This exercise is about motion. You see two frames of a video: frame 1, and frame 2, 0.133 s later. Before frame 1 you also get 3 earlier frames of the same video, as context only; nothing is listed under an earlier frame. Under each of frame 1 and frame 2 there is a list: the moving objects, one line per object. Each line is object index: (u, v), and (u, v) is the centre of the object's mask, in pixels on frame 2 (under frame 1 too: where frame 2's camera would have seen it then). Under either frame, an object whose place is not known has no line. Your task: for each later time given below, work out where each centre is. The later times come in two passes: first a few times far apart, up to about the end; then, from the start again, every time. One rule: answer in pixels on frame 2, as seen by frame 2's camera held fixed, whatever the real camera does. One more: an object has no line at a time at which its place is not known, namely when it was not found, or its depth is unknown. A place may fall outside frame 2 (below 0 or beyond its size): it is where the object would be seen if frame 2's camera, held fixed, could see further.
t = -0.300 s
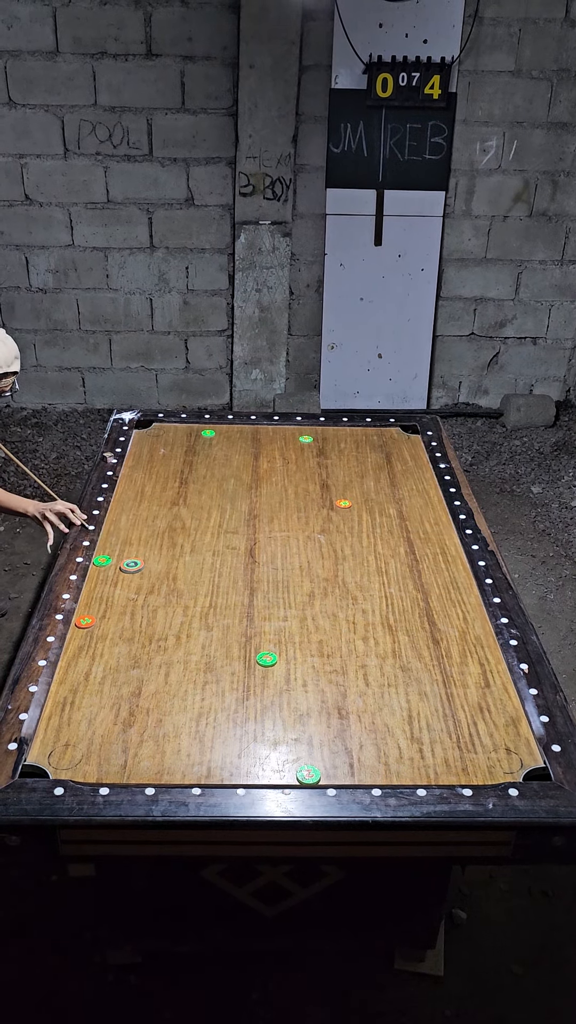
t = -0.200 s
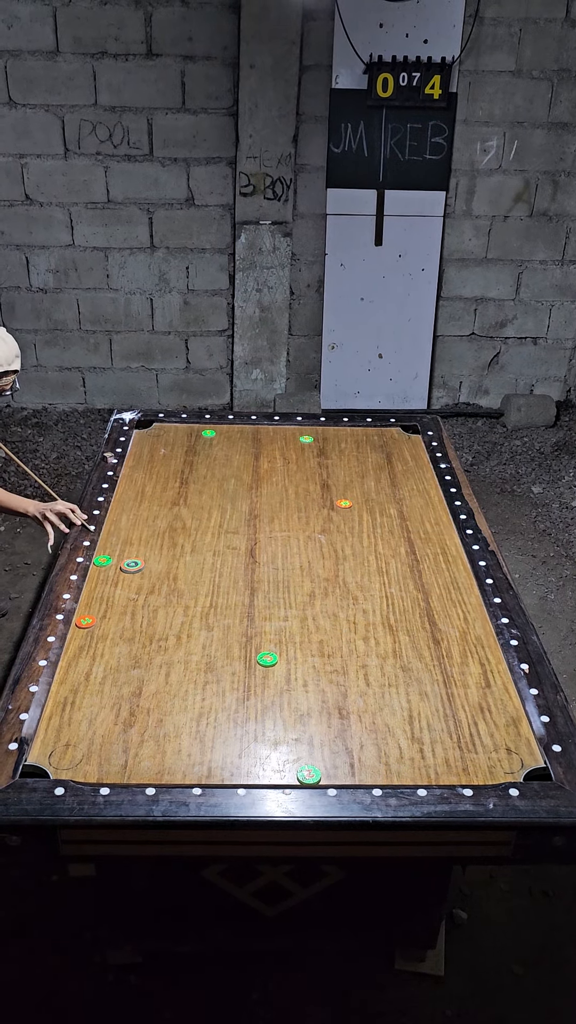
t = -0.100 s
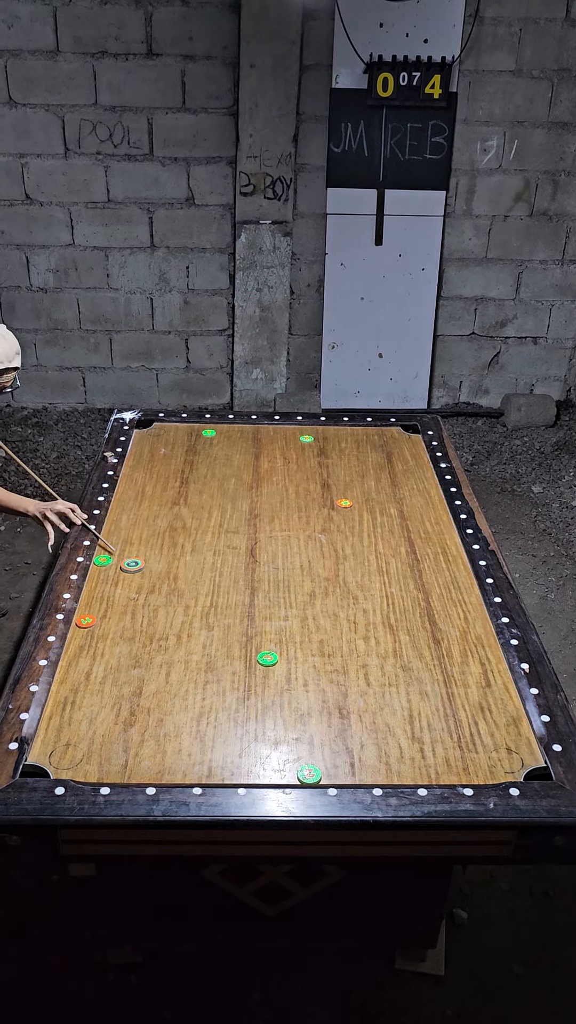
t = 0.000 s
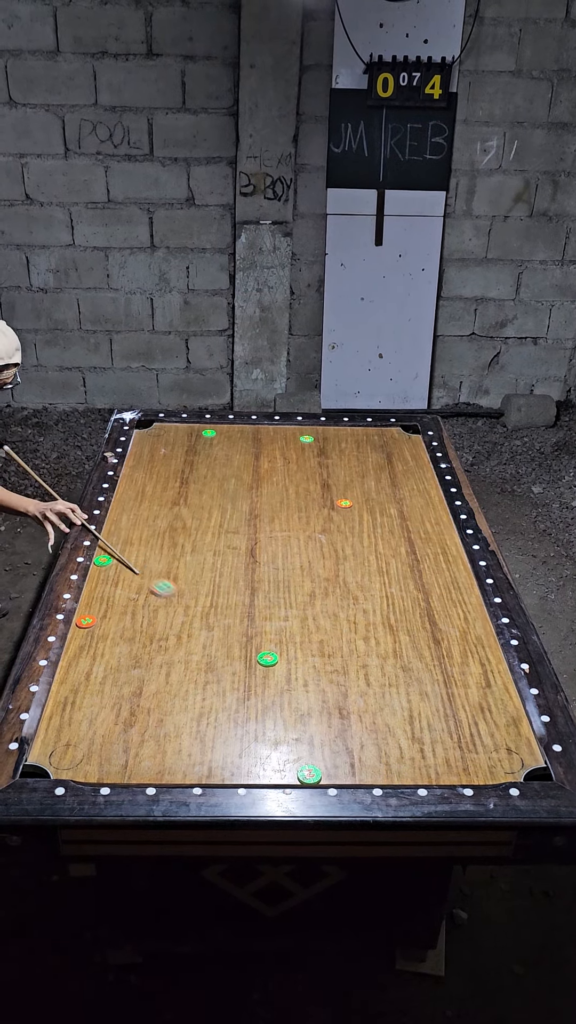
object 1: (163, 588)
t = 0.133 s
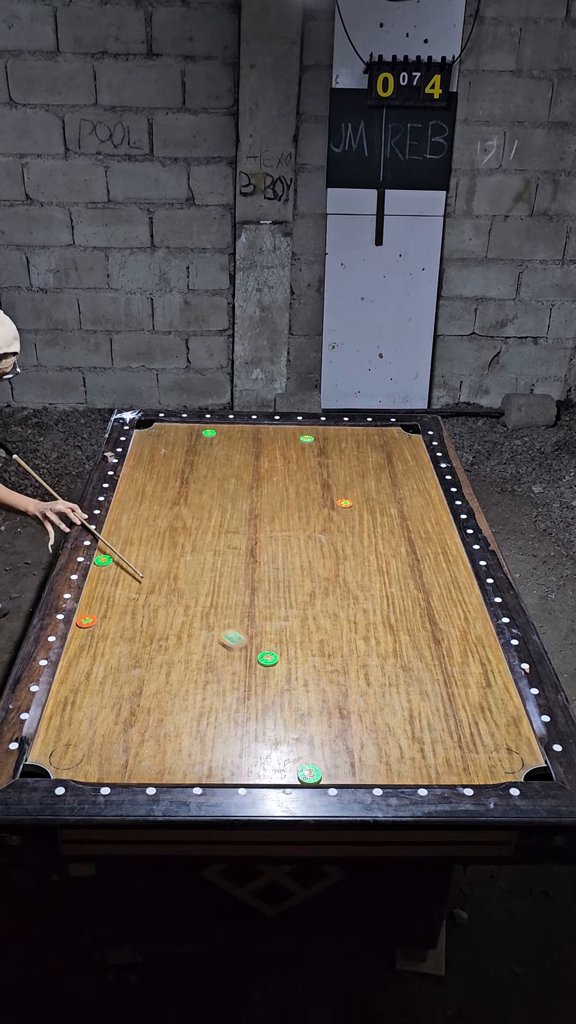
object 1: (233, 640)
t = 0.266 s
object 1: (271, 679)
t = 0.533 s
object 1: (329, 748)
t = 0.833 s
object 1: (348, 749)
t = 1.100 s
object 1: (345, 729)
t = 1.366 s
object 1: (344, 725)
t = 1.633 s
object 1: (344, 725)
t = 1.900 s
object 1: (344, 725)
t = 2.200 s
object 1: (344, 725)
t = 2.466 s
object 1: (344, 725)
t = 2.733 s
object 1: (344, 725)
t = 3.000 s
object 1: (344, 725)
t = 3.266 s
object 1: (344, 725)
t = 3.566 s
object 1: (344, 725)
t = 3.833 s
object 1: (344, 725)
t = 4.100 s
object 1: (344, 725)
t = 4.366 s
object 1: (344, 725)
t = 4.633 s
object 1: (344, 725)
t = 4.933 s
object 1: (344, 725)
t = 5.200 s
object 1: (344, 725)
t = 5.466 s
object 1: (344, 725)
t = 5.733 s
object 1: (344, 725)
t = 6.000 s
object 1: (344, 724)
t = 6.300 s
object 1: (344, 724)
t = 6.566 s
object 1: (344, 725)
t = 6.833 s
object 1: (344, 725)
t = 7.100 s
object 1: (344, 725)
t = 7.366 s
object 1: (344, 725)
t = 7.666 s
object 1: (343, 725)
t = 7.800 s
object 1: (343, 725)
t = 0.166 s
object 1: (249, 653)
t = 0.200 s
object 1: (256, 661)
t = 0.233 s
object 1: (263, 670)
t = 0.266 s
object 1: (271, 679)
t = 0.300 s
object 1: (278, 688)
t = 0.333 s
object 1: (286, 697)
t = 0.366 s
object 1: (294, 706)
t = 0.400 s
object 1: (300, 714)
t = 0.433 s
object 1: (308, 722)
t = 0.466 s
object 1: (315, 731)
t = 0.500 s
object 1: (322, 740)
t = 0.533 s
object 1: (329, 748)
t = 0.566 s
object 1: (335, 757)
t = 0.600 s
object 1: (341, 764)
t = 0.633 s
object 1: (348, 771)
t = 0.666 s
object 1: (350, 772)
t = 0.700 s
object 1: (350, 767)
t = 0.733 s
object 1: (349, 762)
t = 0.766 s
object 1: (349, 756)
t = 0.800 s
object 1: (348, 753)
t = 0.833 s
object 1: (348, 749)
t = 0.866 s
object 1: (348, 746)
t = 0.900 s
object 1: (347, 742)
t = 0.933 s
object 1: (347, 739)
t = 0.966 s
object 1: (346, 737)
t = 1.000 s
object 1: (346, 734)
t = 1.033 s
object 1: (346, 733)
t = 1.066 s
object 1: (345, 731)
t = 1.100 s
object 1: (345, 729)
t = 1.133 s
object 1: (345, 728)
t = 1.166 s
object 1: (345, 727)
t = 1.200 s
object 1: (344, 726)
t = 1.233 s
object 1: (344, 726)
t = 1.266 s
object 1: (344, 725)
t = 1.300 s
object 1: (344, 725)
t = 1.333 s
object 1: (344, 725)
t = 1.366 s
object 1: (344, 725)
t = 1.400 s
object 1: (344, 725)
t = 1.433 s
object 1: (344, 725)
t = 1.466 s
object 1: (344, 725)
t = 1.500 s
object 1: (344, 725)
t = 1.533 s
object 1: (344, 725)
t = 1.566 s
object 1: (344, 725)
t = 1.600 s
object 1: (344, 725)
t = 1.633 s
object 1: (344, 725)
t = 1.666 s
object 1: (344, 725)
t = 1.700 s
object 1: (344, 725)
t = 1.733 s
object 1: (344, 725)
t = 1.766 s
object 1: (344, 725)
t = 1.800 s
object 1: (344, 725)
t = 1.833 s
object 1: (344, 725)
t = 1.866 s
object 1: (344, 725)
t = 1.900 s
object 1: (344, 725)
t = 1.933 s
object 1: (344, 725)
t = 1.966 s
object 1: (344, 724)
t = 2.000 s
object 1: (344, 725)
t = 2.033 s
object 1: (344, 725)
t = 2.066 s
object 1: (344, 725)
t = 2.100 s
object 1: (344, 725)
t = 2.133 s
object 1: (344, 725)
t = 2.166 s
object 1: (344, 725)
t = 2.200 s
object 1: (344, 725)
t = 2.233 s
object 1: (344, 725)
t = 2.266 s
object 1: (344, 725)
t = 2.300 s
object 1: (344, 725)
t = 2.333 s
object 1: (344, 725)
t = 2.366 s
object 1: (344, 725)
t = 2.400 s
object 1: (344, 725)
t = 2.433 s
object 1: (344, 725)
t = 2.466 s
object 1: (344, 725)
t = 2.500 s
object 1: (344, 725)
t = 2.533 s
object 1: (344, 725)
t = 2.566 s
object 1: (344, 725)
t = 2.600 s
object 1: (344, 725)
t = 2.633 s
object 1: (344, 725)
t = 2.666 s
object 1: (344, 725)
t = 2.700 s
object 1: (344, 725)
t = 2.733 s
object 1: (344, 725)
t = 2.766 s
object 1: (344, 725)
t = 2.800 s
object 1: (344, 725)
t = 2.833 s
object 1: (344, 725)
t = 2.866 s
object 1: (344, 725)
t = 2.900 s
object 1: (344, 725)
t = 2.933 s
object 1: (344, 725)
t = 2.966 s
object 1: (344, 725)
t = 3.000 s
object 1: (344, 725)
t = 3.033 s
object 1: (344, 725)
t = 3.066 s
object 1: (344, 725)
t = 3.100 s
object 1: (344, 725)
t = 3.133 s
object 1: (344, 725)
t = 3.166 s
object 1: (344, 725)
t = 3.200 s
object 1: (344, 725)
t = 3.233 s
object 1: (344, 725)
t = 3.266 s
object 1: (344, 725)
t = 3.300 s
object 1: (344, 725)
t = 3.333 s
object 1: (344, 725)
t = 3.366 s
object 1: (344, 725)
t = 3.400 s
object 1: (344, 725)
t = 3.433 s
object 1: (344, 725)
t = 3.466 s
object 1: (344, 725)
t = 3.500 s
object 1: (344, 725)
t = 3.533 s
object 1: (344, 725)
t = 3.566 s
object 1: (344, 725)
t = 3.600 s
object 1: (344, 725)
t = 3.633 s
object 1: (344, 725)
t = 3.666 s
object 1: (344, 725)
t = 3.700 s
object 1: (344, 725)
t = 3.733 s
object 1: (344, 725)
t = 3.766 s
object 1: (344, 725)
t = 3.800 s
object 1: (344, 725)
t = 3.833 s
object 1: (344, 725)
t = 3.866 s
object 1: (344, 725)
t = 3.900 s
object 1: (344, 725)
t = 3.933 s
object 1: (344, 725)
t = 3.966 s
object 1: (344, 725)
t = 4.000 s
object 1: (344, 725)
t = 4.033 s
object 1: (344, 725)
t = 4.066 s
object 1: (344, 725)
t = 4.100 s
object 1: (344, 725)
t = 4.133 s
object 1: (344, 725)
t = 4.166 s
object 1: (344, 725)
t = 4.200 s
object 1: (344, 725)
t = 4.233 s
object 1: (344, 725)
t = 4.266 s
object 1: (344, 725)
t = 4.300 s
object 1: (344, 725)
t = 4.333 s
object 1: (344, 725)
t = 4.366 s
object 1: (344, 725)
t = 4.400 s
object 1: (344, 725)
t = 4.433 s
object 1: (344, 725)
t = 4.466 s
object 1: (344, 725)
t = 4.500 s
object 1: (344, 725)
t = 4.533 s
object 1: (344, 725)
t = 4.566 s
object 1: (344, 725)
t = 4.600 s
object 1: (344, 725)
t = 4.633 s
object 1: (344, 725)
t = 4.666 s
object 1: (344, 725)
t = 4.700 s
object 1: (344, 725)
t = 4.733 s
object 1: (344, 725)
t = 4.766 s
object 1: (344, 725)
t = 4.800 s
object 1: (344, 725)
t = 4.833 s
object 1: (344, 725)
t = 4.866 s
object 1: (344, 725)
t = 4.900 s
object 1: (344, 725)
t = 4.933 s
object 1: (344, 725)
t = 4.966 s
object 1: (344, 725)
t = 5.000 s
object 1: (344, 725)
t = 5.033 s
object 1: (344, 725)
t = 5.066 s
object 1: (344, 725)
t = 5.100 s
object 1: (344, 725)
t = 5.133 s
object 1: (344, 725)
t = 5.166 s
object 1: (344, 725)
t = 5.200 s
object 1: (344, 725)
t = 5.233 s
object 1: (344, 725)
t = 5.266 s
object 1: (344, 725)
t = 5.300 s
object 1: (344, 725)
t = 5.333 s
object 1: (344, 725)
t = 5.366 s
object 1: (344, 725)
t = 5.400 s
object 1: (344, 725)
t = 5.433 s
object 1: (344, 725)
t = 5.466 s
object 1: (344, 725)
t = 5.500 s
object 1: (344, 725)
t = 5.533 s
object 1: (344, 725)
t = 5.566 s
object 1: (344, 725)
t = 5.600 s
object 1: (344, 725)
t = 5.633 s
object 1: (344, 725)
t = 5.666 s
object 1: (344, 725)
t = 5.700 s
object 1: (344, 725)
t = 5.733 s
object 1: (344, 725)
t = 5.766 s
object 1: (344, 725)
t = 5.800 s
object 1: (344, 724)
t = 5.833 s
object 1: (344, 725)
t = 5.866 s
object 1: (344, 725)
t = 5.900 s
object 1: (344, 725)
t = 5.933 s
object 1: (344, 725)
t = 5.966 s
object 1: (344, 725)
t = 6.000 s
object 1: (344, 724)
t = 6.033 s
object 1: (344, 725)
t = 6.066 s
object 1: (344, 725)
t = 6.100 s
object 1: (344, 725)
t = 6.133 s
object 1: (344, 725)
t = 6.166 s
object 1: (344, 725)
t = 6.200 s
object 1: (344, 725)
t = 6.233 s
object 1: (344, 724)
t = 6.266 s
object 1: (344, 724)
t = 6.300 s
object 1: (344, 724)
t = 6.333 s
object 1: (344, 724)
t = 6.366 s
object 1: (344, 724)
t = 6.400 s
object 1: (343, 724)
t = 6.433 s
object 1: (344, 724)
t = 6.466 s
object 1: (344, 724)
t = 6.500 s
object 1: (344, 724)
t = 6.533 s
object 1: (344, 724)
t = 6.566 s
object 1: (344, 725)
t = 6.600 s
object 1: (344, 725)
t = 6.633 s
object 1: (344, 725)
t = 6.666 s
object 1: (344, 724)
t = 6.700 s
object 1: (344, 725)
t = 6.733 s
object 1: (344, 725)
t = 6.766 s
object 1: (344, 725)
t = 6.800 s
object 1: (344, 725)
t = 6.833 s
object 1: (344, 725)
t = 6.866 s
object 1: (344, 725)
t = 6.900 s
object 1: (344, 725)
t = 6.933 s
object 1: (344, 725)
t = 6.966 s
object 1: (344, 725)
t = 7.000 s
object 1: (344, 725)
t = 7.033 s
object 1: (344, 725)
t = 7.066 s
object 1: (344, 725)
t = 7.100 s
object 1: (344, 725)
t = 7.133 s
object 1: (344, 724)
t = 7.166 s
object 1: (344, 725)
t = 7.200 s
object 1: (344, 725)
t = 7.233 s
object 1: (344, 725)
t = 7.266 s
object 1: (344, 725)
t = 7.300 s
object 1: (344, 725)
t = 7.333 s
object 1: (344, 725)
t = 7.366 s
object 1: (344, 725)
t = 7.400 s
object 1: (344, 725)
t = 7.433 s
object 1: (343, 725)
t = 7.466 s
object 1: (343, 725)
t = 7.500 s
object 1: (343, 725)
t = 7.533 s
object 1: (344, 725)
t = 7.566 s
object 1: (344, 725)
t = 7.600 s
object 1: (343, 725)
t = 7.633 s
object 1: (343, 725)
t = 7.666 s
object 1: (343, 725)
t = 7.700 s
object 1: (343, 725)
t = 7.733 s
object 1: (343, 725)
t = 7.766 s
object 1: (343, 725)
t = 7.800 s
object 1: (343, 725)
